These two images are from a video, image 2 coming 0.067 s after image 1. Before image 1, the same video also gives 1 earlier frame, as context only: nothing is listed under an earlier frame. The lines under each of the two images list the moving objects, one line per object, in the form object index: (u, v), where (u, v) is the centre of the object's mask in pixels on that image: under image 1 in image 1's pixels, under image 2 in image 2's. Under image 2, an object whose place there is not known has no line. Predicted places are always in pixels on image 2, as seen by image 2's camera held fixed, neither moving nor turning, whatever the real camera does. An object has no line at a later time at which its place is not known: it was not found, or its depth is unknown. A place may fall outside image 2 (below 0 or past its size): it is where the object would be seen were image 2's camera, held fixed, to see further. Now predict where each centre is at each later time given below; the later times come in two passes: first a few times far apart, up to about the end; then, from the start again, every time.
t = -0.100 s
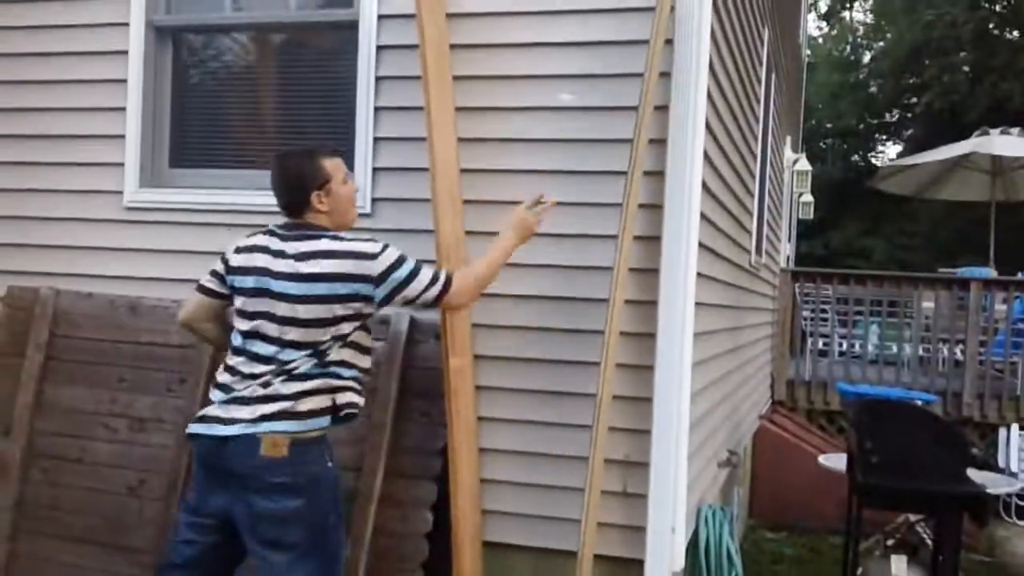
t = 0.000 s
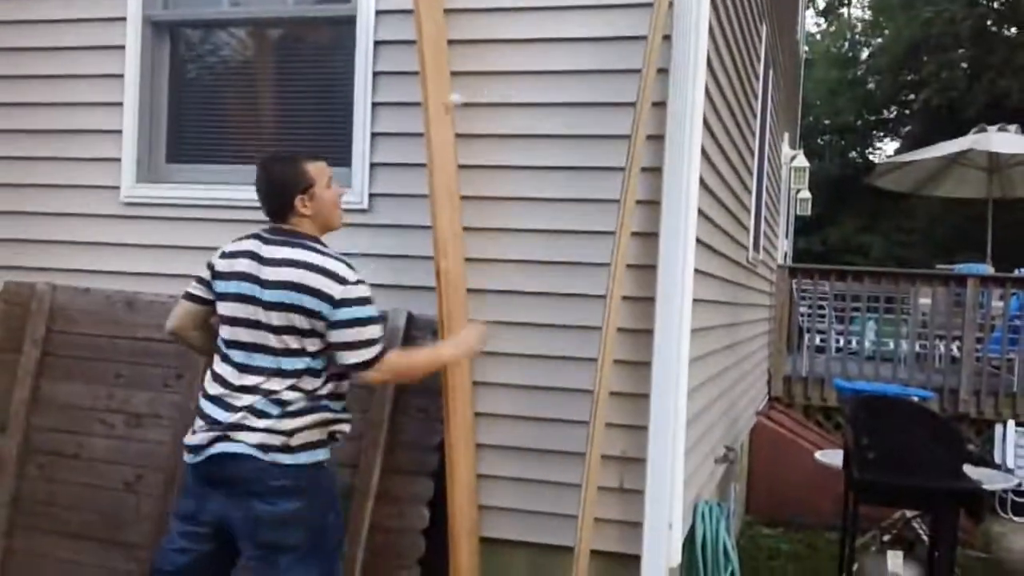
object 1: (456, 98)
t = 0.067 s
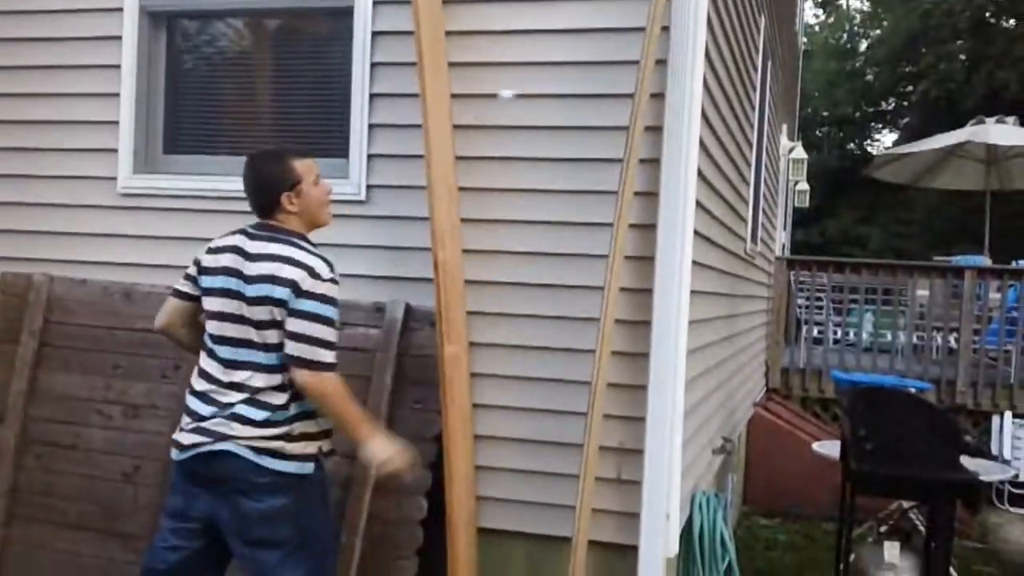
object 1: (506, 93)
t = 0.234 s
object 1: (595, 147)
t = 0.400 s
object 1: (457, 227)
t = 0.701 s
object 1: (520, 370)
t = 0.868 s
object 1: (517, 460)
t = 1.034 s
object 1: (523, 556)
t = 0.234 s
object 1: (595, 147)
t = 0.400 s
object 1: (457, 227)
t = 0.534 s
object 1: (552, 285)
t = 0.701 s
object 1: (520, 370)
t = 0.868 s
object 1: (517, 460)
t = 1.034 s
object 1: (523, 556)
